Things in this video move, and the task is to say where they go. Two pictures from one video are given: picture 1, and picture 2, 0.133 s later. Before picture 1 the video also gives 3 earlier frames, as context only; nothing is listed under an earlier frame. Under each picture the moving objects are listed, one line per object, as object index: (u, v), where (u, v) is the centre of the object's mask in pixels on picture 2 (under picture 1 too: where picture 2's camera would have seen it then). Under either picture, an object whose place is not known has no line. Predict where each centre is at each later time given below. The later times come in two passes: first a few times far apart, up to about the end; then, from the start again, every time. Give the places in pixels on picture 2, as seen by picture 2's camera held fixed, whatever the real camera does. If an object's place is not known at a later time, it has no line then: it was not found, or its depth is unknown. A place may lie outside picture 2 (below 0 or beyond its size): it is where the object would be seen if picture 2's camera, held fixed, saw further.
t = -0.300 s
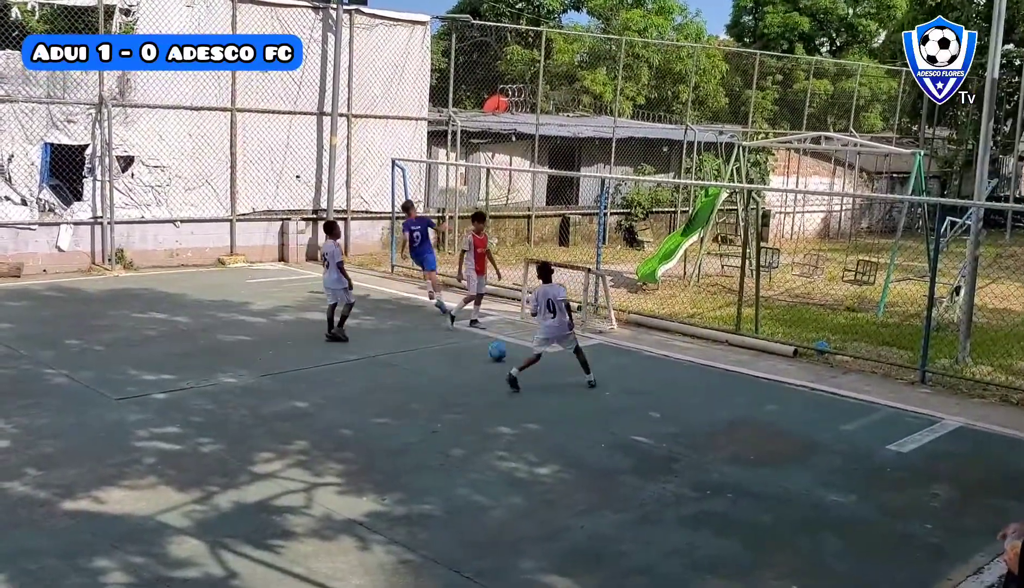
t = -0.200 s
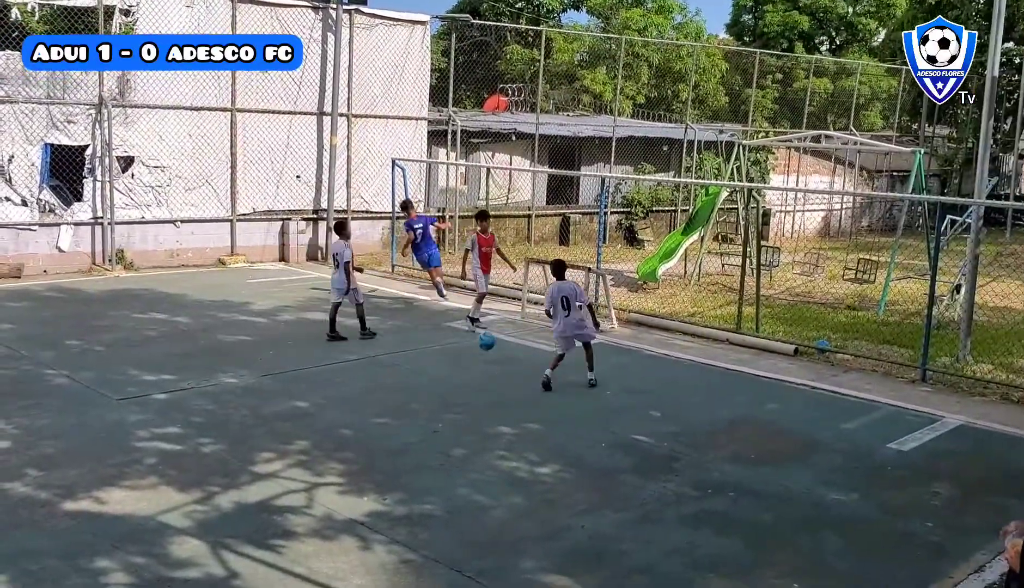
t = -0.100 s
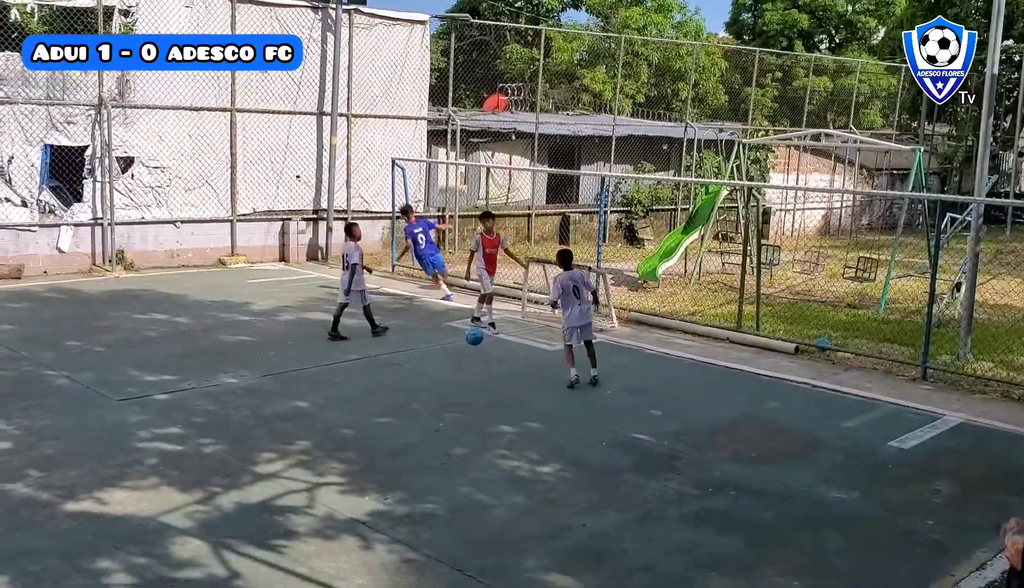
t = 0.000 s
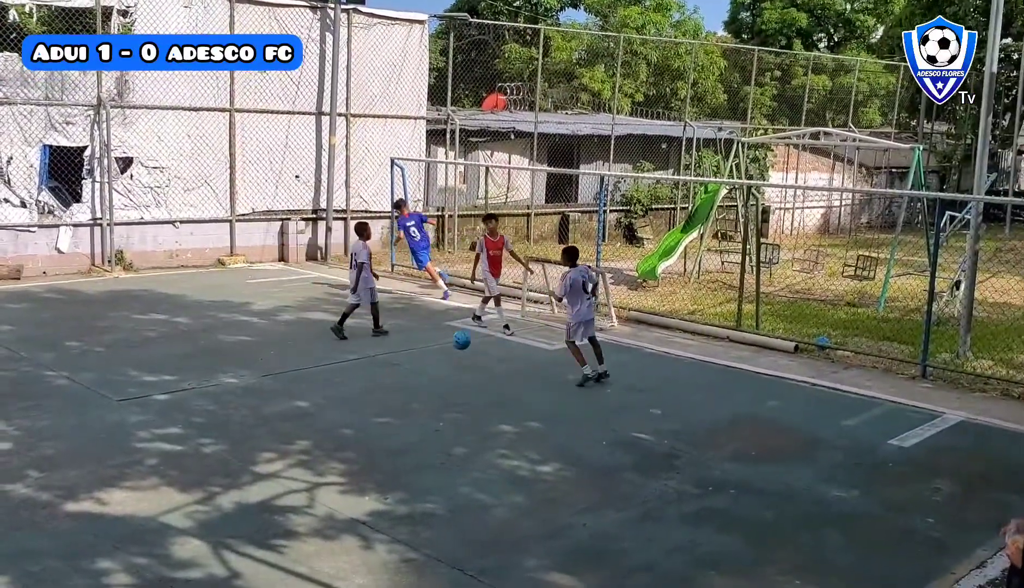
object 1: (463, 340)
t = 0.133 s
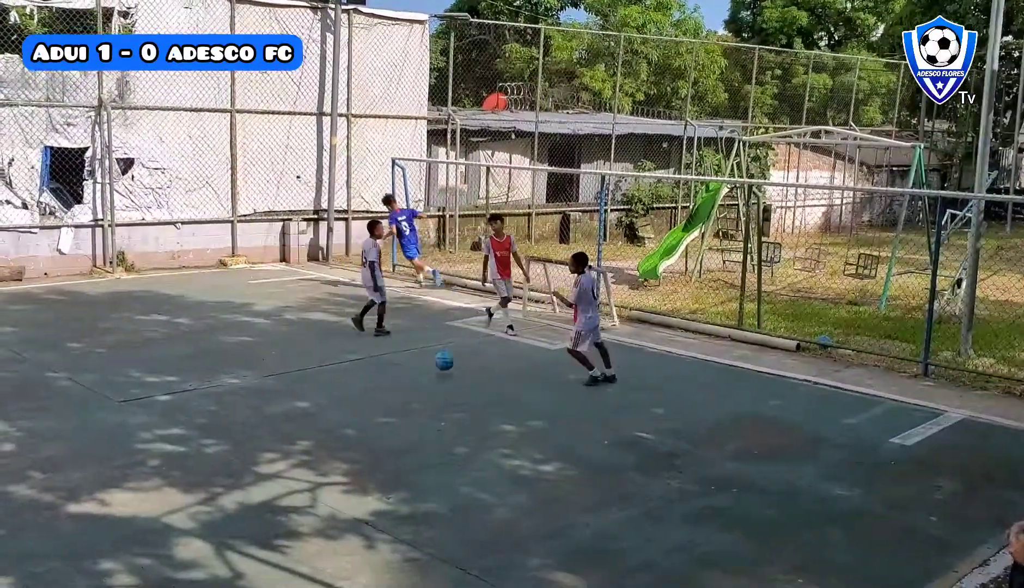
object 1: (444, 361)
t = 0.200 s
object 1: (436, 364)
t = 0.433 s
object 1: (404, 373)
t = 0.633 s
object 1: (377, 380)
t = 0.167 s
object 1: (440, 367)
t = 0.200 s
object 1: (436, 364)
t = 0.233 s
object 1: (431, 363)
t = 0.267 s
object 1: (427, 362)
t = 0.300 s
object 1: (423, 362)
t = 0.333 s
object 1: (418, 363)
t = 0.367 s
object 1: (414, 365)
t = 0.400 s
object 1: (409, 369)
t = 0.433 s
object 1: (404, 373)
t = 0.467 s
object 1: (400, 379)
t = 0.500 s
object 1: (395, 377)
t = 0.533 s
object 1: (391, 376)
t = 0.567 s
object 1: (386, 376)
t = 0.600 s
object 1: (381, 377)
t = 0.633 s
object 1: (377, 380)
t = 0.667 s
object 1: (370, 384)
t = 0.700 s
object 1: (366, 386)
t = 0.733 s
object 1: (360, 387)
